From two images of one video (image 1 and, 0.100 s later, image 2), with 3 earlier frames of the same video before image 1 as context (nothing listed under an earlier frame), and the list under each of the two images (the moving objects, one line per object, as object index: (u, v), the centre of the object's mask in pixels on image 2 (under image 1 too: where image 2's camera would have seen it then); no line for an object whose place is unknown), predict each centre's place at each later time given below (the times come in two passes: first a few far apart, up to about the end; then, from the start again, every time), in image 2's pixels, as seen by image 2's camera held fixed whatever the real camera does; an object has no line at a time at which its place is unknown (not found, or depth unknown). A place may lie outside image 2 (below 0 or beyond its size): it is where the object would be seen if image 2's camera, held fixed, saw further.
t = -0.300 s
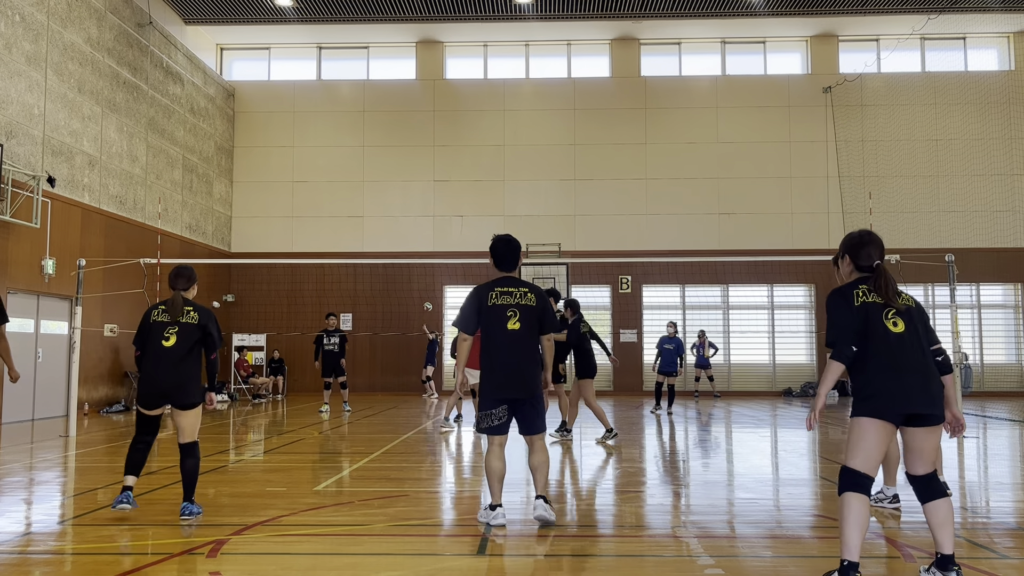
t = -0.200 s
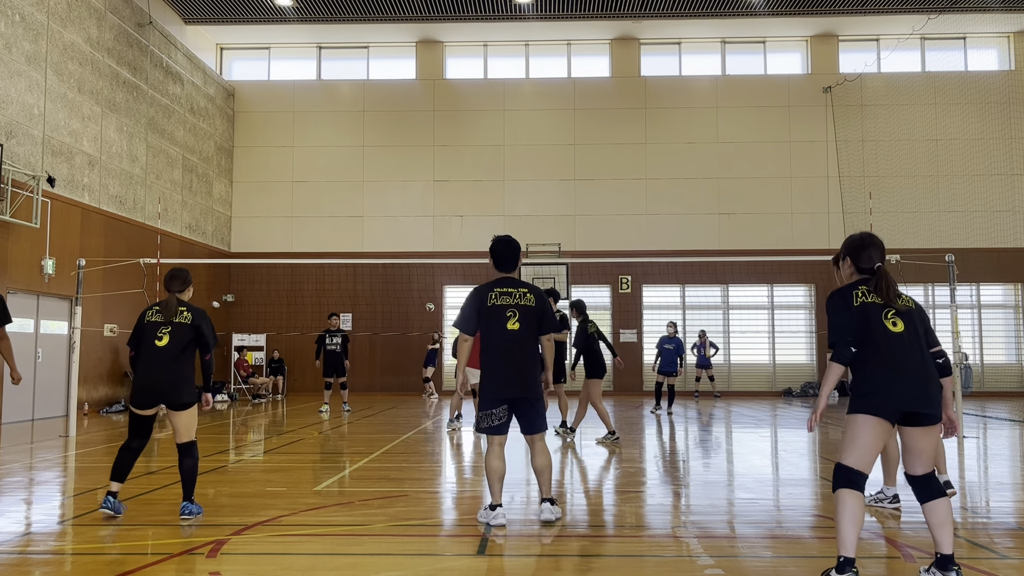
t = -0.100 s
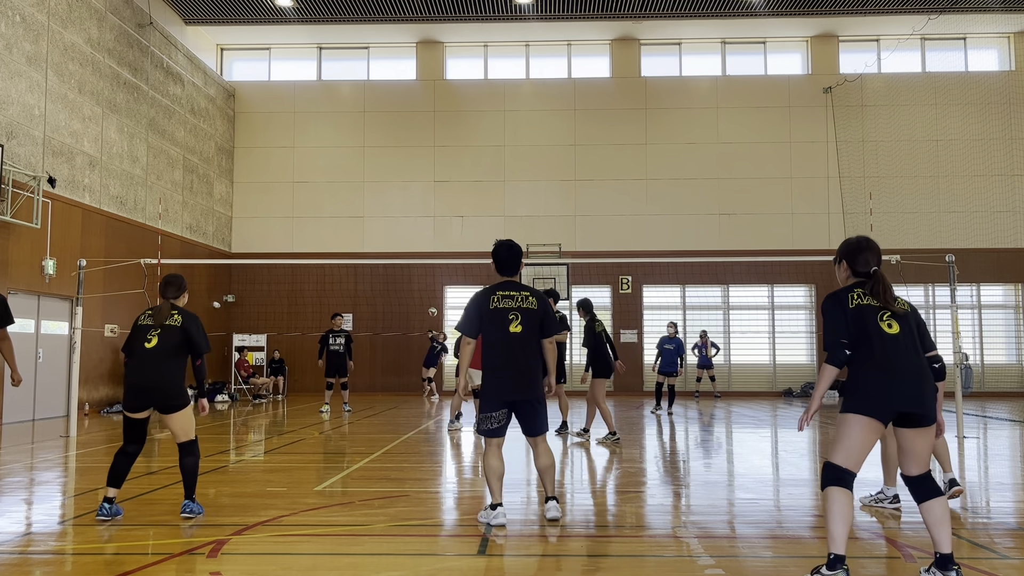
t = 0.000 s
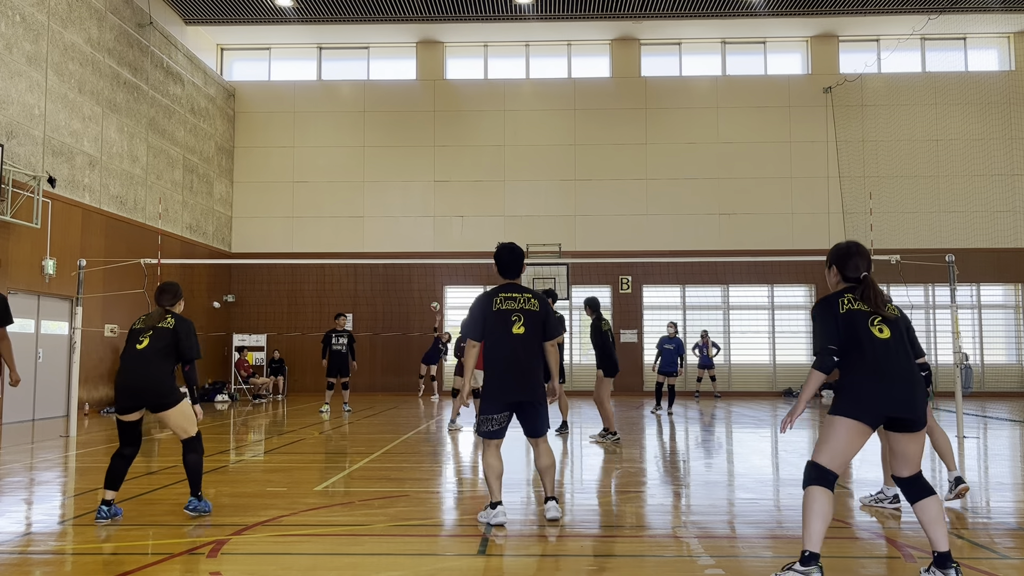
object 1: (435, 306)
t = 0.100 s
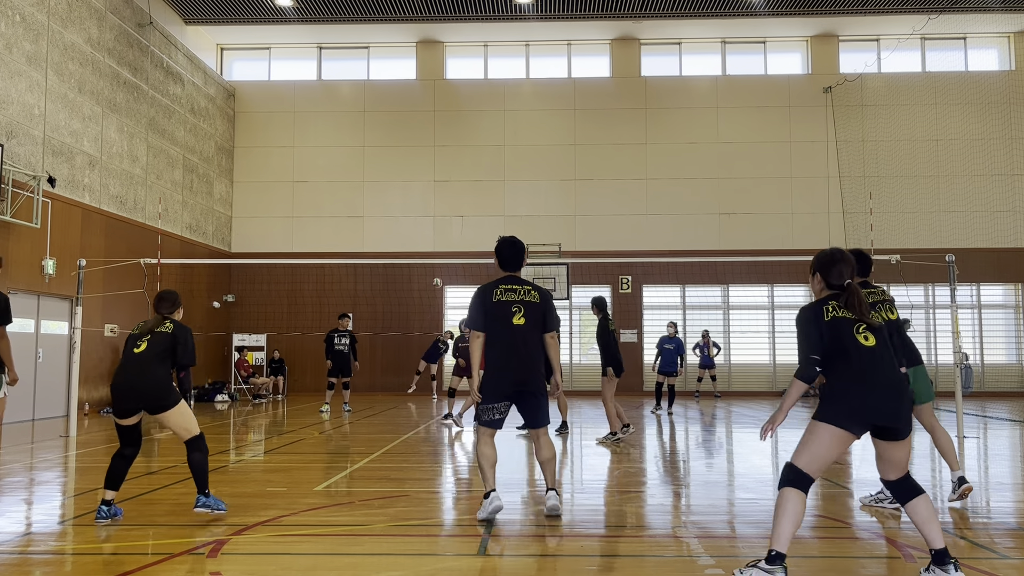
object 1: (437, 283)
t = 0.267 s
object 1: (443, 244)
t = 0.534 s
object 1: (459, 194)
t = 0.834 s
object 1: (486, 179)
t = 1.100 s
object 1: (538, 260)
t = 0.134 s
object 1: (438, 275)
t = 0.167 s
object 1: (439, 267)
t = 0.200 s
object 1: (441, 258)
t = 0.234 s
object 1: (442, 252)
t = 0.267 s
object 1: (443, 244)
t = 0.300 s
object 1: (445, 237)
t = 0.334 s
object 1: (447, 230)
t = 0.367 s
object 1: (449, 223)
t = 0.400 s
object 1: (450, 217)
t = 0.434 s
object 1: (452, 210)
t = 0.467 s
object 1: (454, 204)
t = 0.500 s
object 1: (457, 199)
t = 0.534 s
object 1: (459, 194)
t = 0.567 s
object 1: (462, 189)
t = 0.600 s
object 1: (464, 184)
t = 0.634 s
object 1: (467, 181)
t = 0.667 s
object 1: (470, 178)
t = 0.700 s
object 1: (473, 176)
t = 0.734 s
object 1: (475, 175)
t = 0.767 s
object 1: (478, 175)
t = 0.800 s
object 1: (482, 177)
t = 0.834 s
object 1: (486, 179)
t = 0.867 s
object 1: (490, 183)
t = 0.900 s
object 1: (495, 189)
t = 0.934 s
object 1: (501, 196)
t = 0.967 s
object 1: (507, 205)
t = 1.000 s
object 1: (514, 215)
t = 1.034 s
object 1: (522, 228)
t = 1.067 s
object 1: (530, 243)
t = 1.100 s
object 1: (538, 260)
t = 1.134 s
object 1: (547, 280)
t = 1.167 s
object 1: (557, 304)
